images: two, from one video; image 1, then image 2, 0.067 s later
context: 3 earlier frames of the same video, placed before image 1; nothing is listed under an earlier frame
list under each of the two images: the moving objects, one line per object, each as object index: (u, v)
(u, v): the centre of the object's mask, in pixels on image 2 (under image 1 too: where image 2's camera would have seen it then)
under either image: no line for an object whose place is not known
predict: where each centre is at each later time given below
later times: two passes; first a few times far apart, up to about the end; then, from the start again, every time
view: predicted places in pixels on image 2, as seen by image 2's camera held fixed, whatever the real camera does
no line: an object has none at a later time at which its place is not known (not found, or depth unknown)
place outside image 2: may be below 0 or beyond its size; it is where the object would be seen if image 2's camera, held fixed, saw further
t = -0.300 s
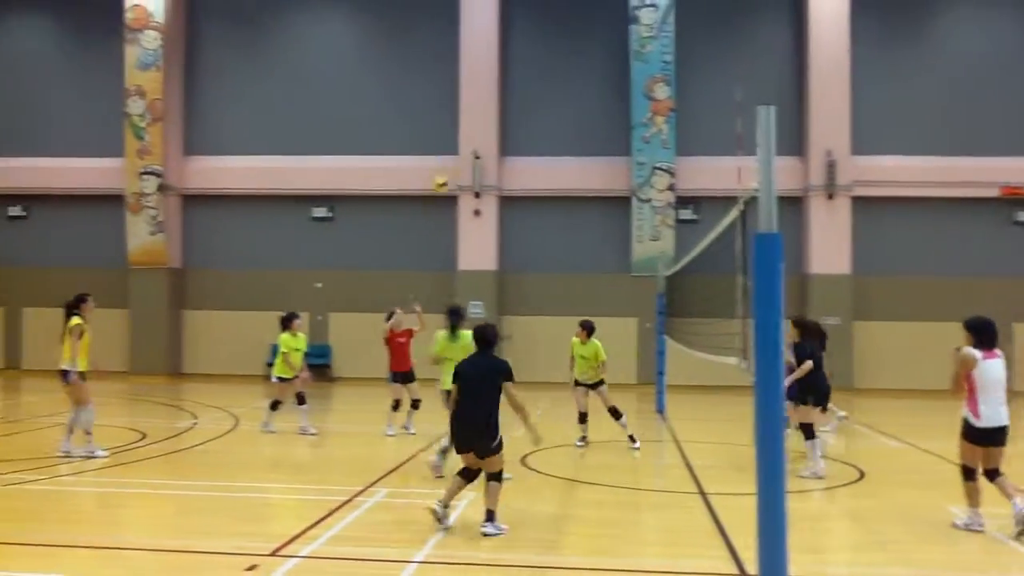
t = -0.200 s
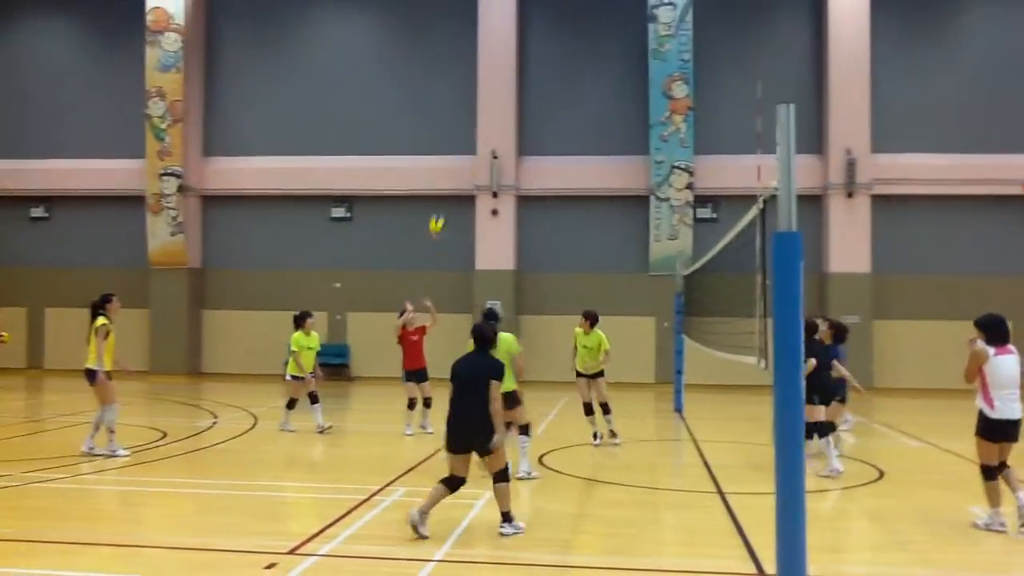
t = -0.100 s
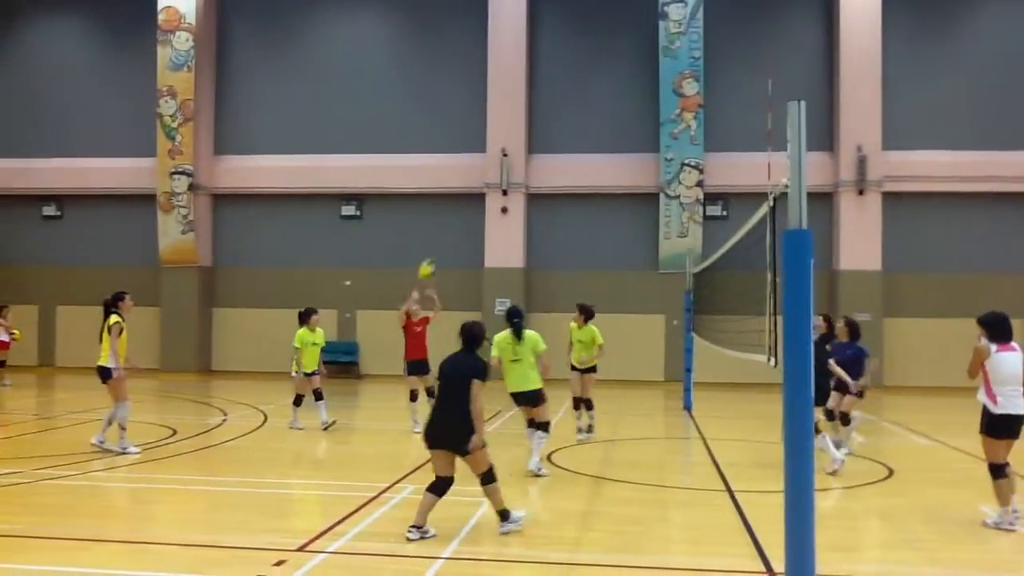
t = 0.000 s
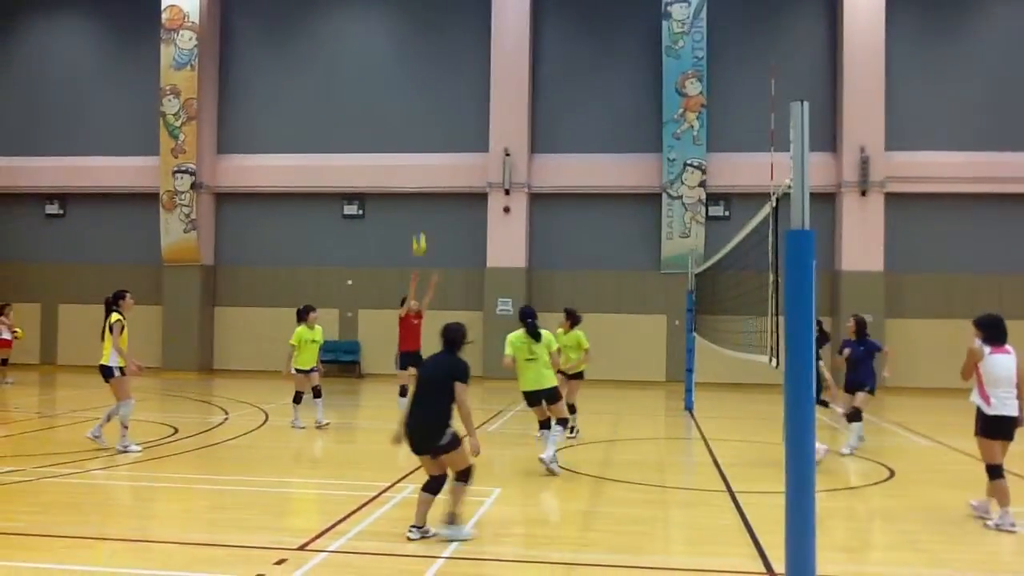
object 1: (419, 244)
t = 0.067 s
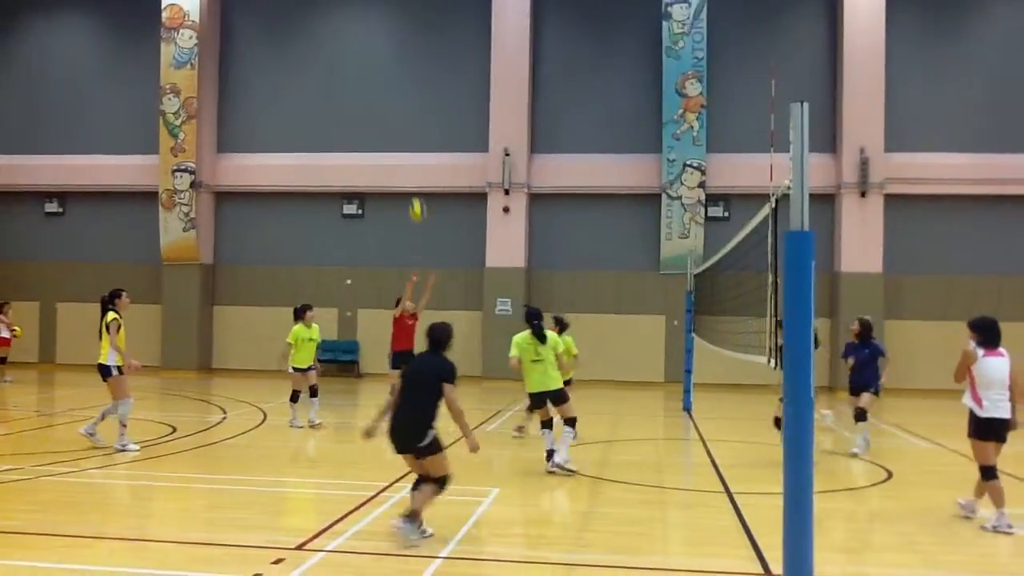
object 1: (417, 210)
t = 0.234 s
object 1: (410, 132)
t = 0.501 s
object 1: (398, 55)
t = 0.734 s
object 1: (386, 29)
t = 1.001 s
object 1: (370, 56)
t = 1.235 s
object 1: (354, 132)
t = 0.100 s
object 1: (417, 194)
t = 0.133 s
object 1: (416, 178)
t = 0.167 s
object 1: (414, 162)
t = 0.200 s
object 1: (411, 145)
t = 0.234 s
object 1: (410, 132)
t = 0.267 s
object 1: (408, 118)
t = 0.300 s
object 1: (407, 107)
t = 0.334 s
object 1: (406, 97)
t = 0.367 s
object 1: (404, 86)
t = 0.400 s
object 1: (402, 77)
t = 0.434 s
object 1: (401, 69)
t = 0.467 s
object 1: (399, 62)
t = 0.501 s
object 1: (398, 55)
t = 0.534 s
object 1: (396, 49)
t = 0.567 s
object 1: (395, 43)
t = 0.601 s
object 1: (393, 39)
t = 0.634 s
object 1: (392, 35)
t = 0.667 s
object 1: (391, 33)
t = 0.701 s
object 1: (388, 30)
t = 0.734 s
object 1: (386, 29)
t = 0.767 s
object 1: (384, 29)
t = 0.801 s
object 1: (382, 29)
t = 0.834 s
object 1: (380, 32)
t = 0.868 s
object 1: (378, 35)
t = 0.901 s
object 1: (376, 38)
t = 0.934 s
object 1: (374, 43)
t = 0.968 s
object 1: (372, 49)
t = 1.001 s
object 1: (370, 56)
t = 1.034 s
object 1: (367, 64)
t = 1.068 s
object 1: (365, 72)
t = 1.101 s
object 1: (362, 81)
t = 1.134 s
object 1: (361, 94)
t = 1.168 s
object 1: (359, 105)
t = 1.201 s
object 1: (357, 118)
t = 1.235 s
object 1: (354, 132)
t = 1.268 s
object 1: (352, 147)
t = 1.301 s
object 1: (350, 164)
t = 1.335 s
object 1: (349, 185)
